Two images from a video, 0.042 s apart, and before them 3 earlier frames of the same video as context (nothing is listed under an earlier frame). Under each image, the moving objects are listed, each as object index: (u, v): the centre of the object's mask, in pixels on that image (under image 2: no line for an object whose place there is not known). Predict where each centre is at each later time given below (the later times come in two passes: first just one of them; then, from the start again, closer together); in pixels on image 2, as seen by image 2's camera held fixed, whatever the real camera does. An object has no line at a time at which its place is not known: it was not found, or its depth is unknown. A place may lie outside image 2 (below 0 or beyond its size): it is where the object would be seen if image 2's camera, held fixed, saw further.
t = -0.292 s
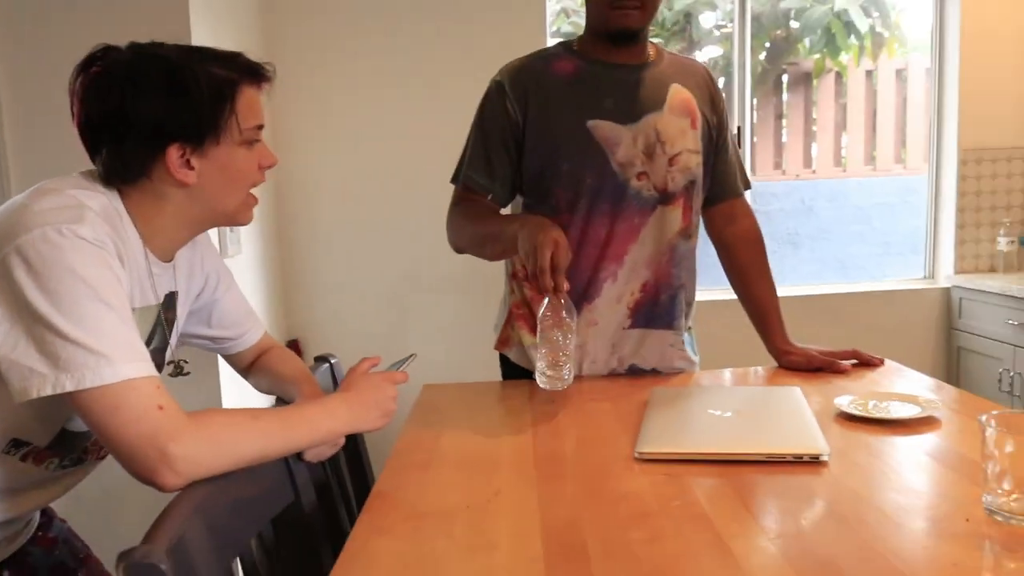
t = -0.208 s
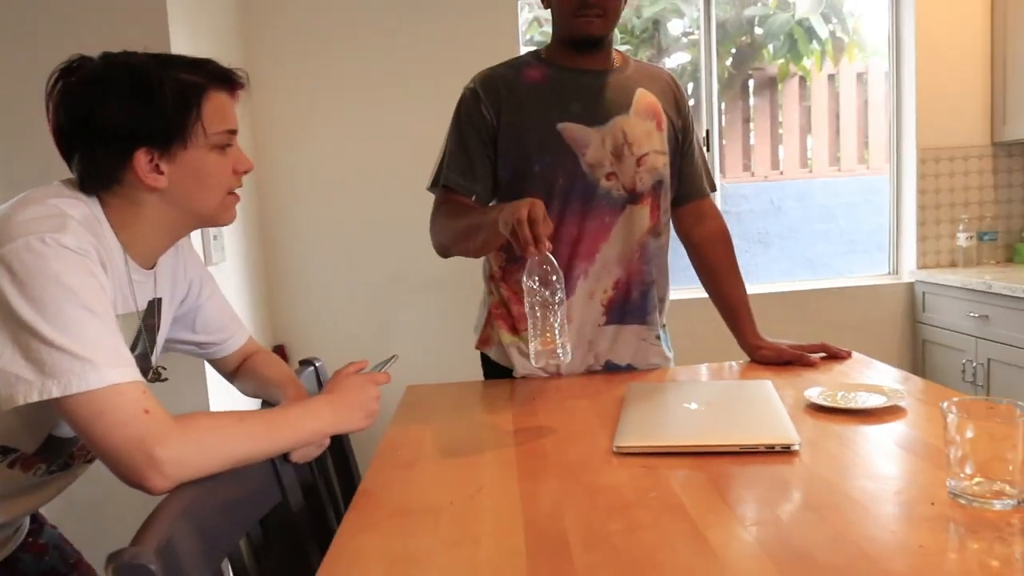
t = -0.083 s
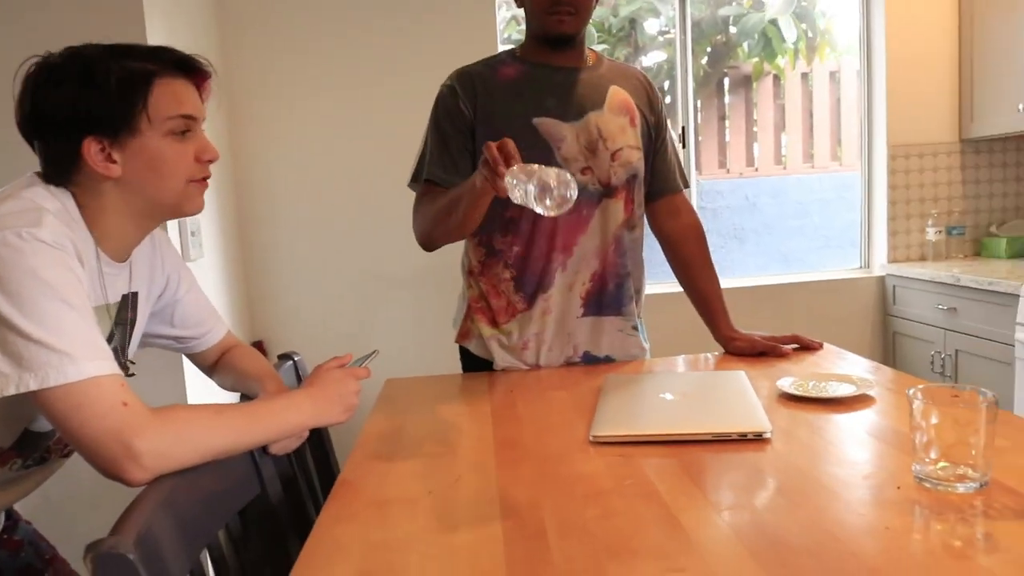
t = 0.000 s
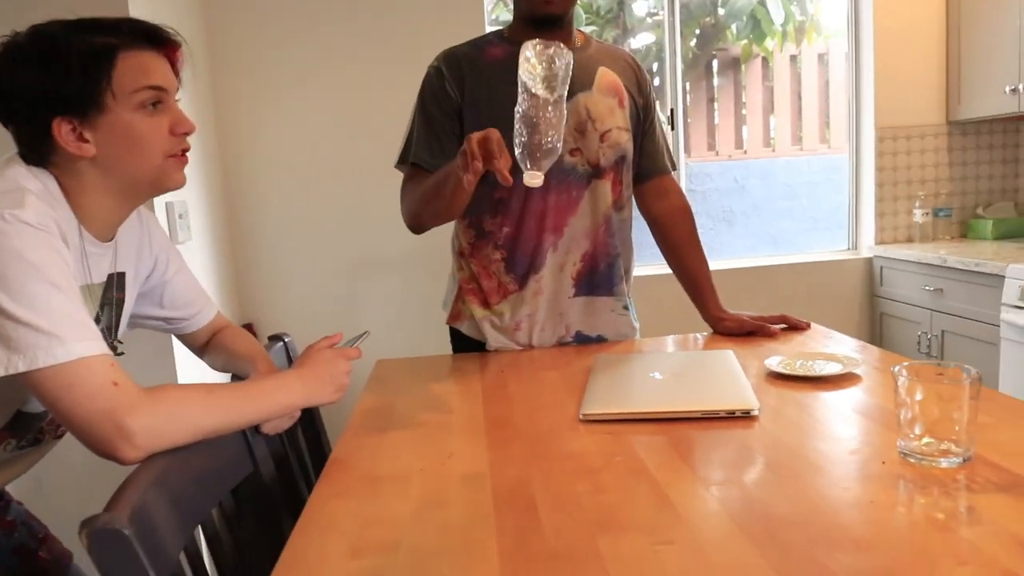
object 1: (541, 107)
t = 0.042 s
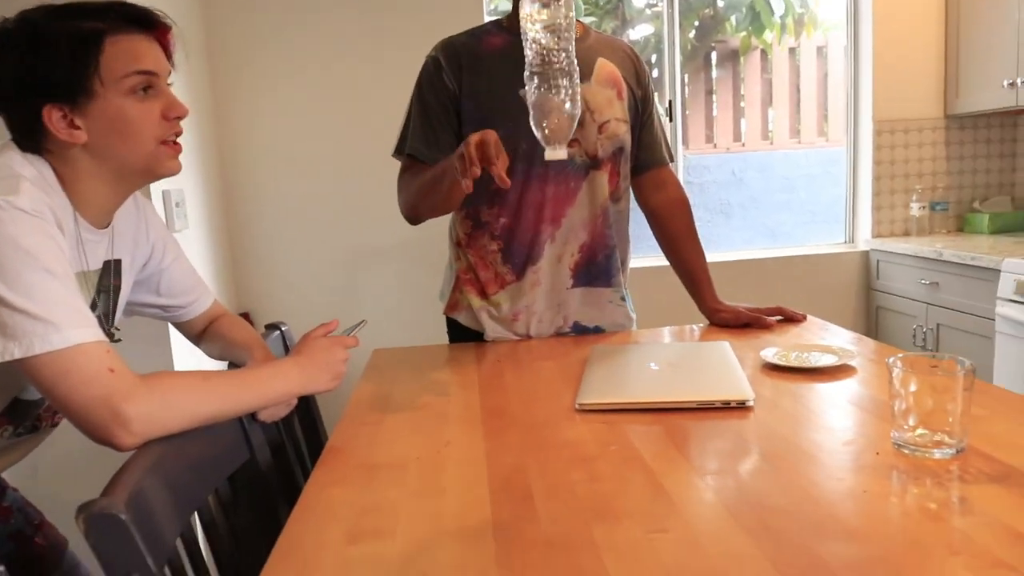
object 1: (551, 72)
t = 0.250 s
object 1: (593, 63)
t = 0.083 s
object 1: (569, 59)
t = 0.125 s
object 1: (589, 37)
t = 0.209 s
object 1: (574, 40)
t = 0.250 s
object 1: (593, 63)
